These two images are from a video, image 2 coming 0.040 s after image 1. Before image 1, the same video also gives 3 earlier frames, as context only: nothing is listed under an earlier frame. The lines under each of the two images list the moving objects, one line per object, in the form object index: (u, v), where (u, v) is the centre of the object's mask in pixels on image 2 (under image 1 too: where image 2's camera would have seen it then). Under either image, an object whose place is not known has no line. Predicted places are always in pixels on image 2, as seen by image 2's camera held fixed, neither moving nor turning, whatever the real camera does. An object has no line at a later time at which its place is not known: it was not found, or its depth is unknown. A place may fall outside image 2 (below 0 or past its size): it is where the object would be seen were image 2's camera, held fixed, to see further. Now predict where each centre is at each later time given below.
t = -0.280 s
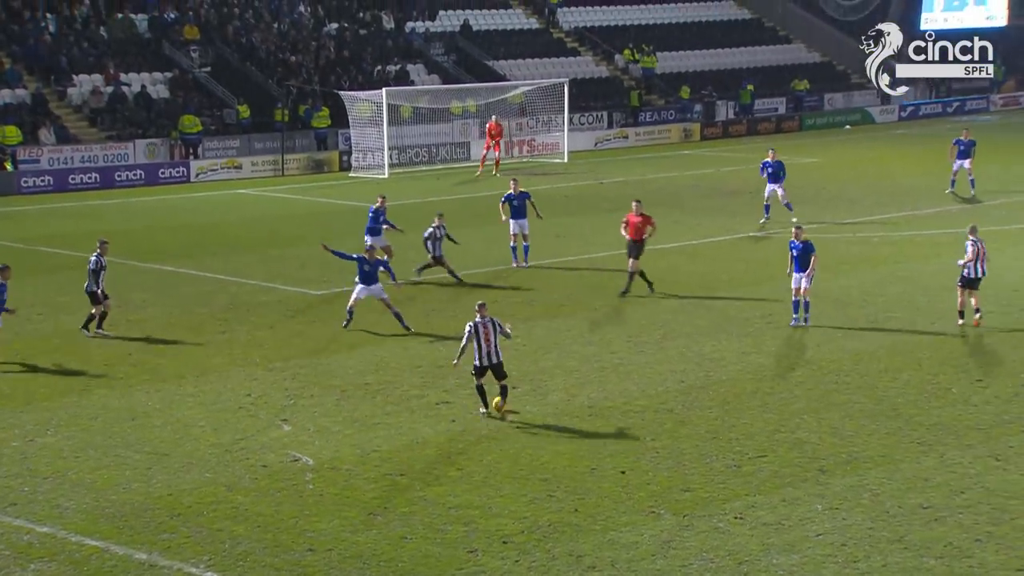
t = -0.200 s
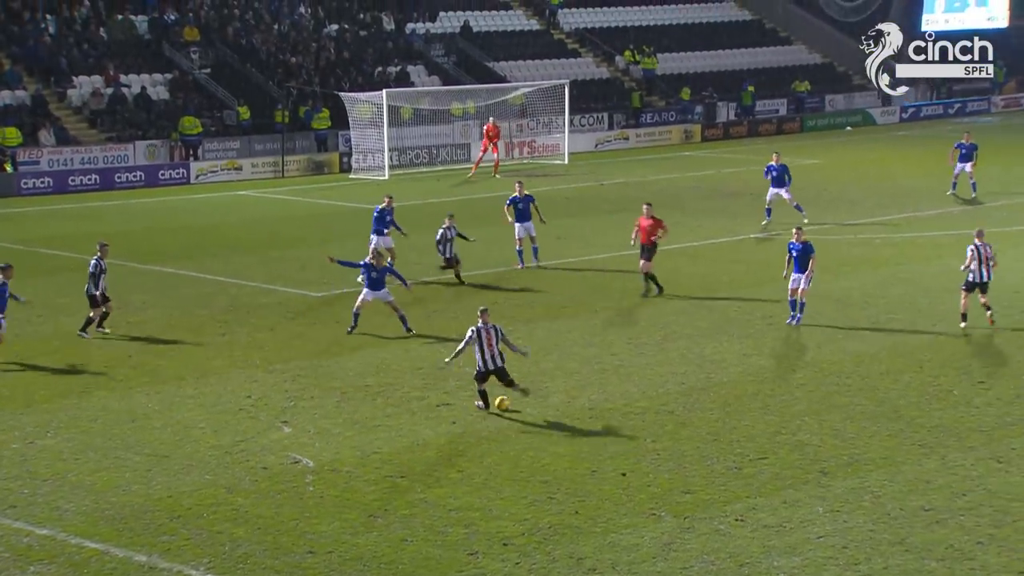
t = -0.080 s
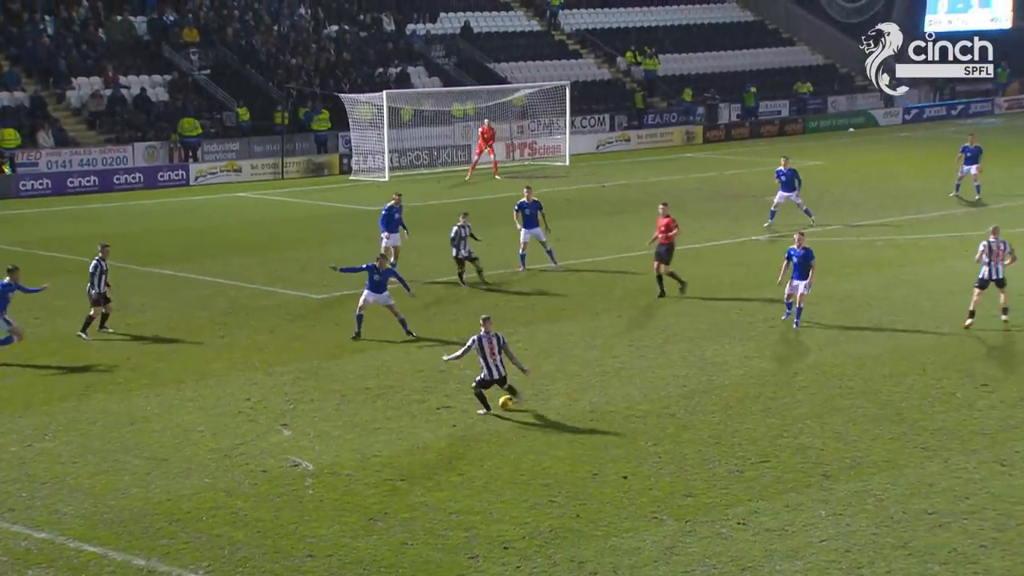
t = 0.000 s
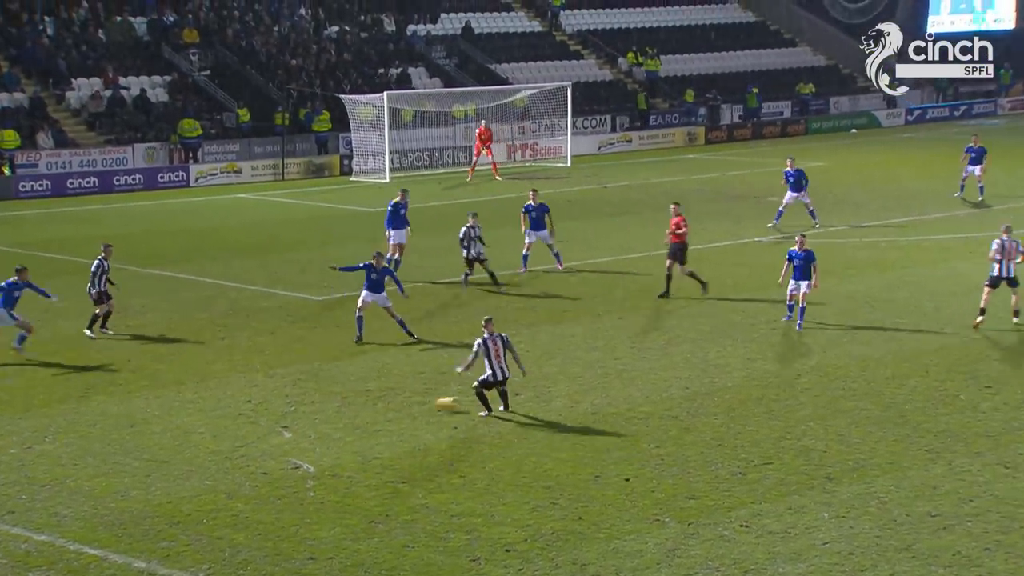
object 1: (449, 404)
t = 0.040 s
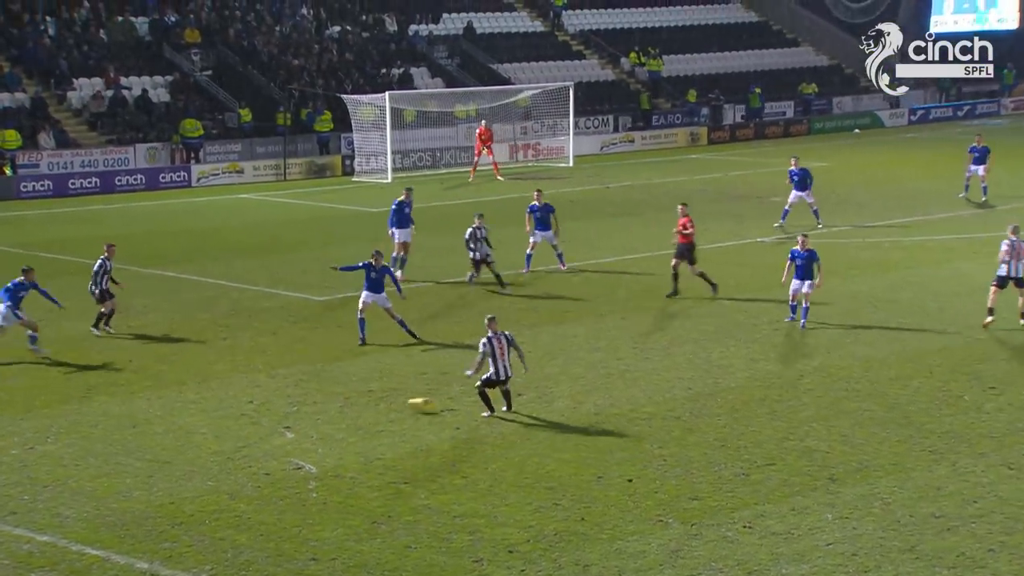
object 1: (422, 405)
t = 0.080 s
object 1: (386, 404)
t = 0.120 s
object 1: (356, 404)
